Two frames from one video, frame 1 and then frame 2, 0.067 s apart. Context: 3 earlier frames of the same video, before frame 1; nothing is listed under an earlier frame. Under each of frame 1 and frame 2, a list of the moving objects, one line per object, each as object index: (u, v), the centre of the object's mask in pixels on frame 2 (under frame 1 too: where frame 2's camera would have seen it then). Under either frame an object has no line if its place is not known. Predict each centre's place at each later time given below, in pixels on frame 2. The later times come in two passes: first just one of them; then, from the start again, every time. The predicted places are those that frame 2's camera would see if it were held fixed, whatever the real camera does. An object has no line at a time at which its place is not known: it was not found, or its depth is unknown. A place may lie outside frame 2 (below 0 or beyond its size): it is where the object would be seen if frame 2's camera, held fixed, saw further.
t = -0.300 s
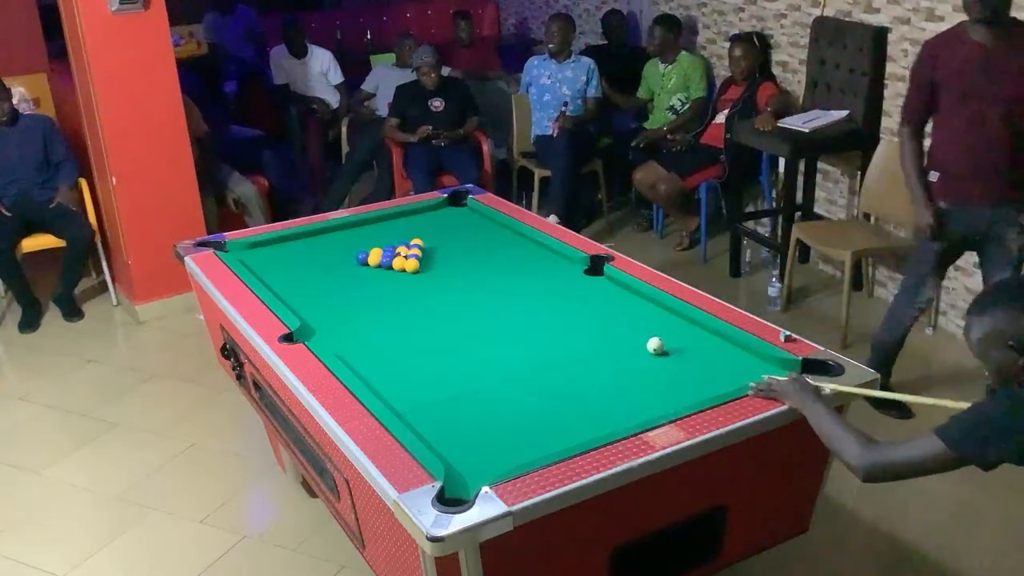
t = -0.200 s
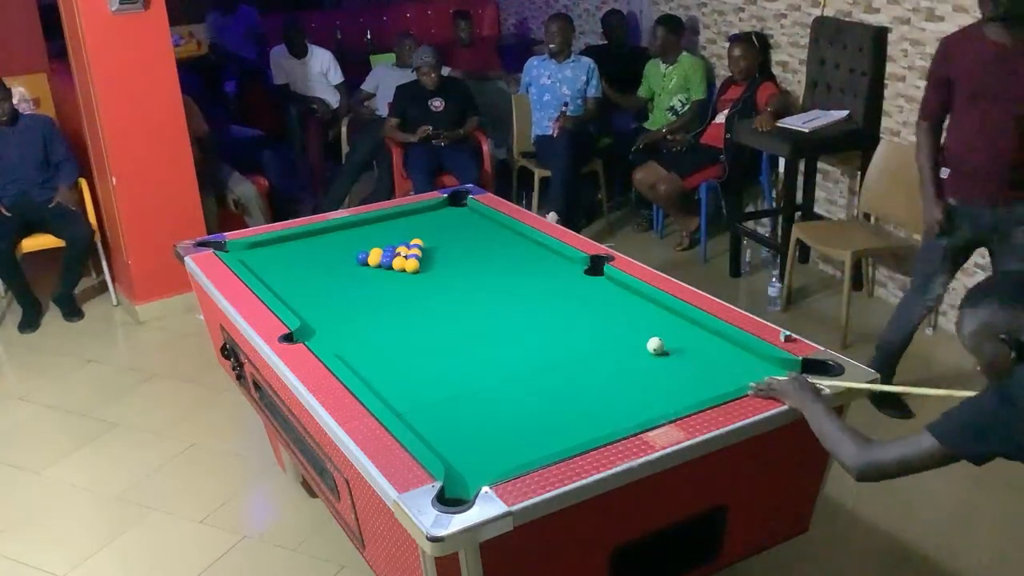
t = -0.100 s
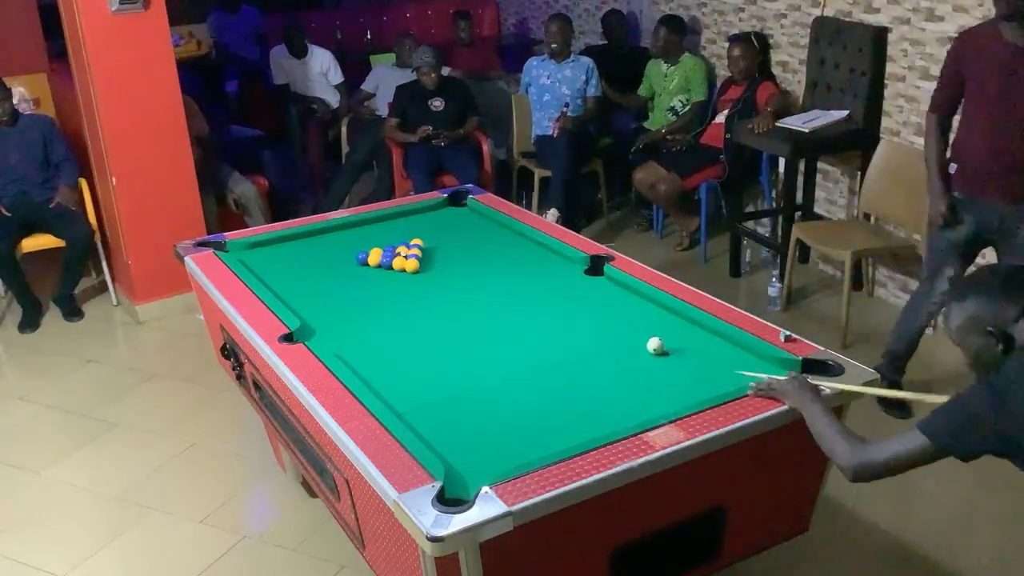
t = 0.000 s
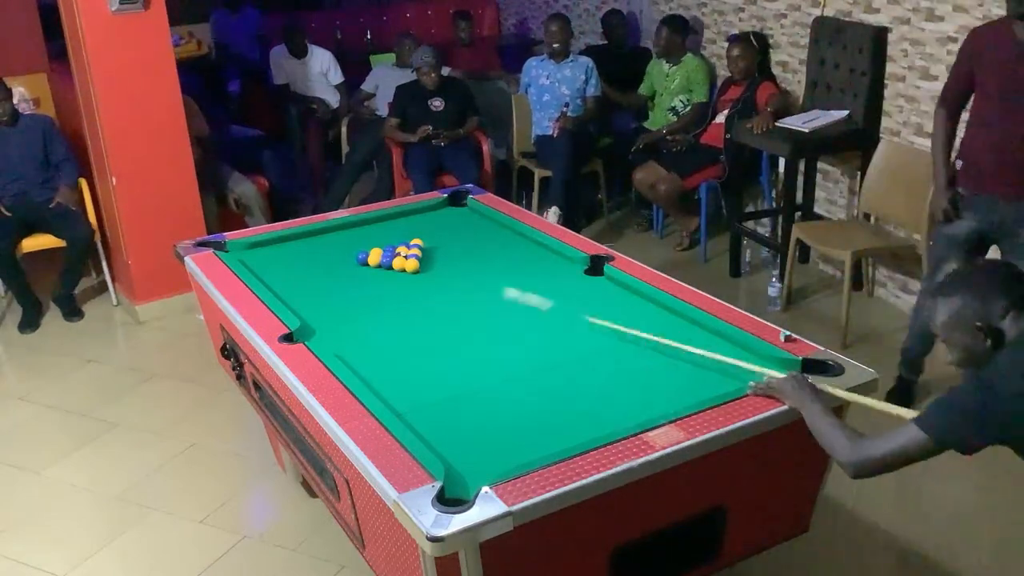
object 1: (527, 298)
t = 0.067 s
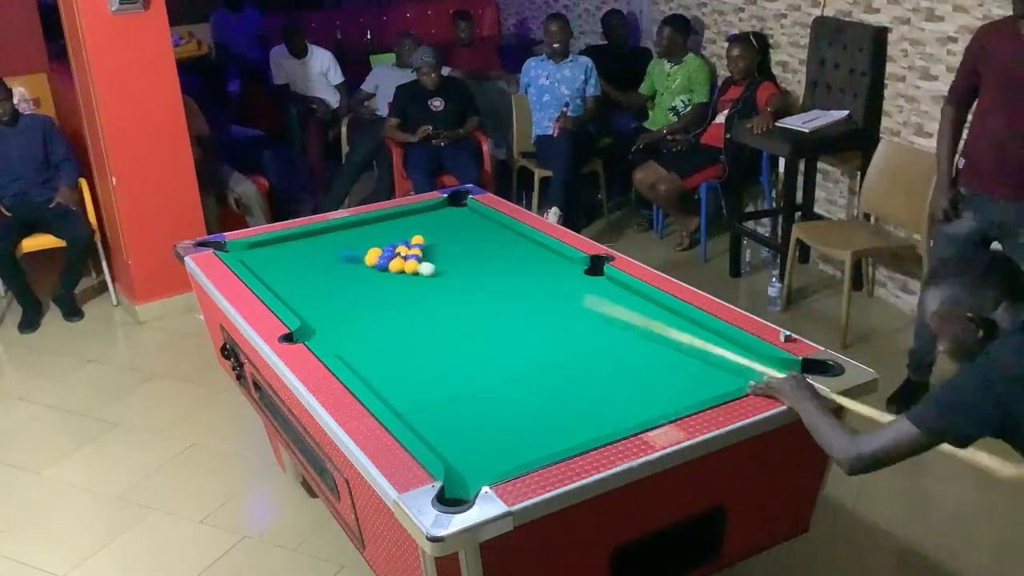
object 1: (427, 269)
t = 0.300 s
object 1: (496, 271)
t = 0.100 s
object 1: (438, 269)
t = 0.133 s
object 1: (450, 270)
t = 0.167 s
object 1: (460, 271)
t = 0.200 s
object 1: (470, 271)
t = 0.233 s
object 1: (479, 271)
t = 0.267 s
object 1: (487, 271)
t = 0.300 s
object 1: (496, 271)
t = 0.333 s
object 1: (503, 271)
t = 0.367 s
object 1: (511, 271)
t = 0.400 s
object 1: (517, 271)
